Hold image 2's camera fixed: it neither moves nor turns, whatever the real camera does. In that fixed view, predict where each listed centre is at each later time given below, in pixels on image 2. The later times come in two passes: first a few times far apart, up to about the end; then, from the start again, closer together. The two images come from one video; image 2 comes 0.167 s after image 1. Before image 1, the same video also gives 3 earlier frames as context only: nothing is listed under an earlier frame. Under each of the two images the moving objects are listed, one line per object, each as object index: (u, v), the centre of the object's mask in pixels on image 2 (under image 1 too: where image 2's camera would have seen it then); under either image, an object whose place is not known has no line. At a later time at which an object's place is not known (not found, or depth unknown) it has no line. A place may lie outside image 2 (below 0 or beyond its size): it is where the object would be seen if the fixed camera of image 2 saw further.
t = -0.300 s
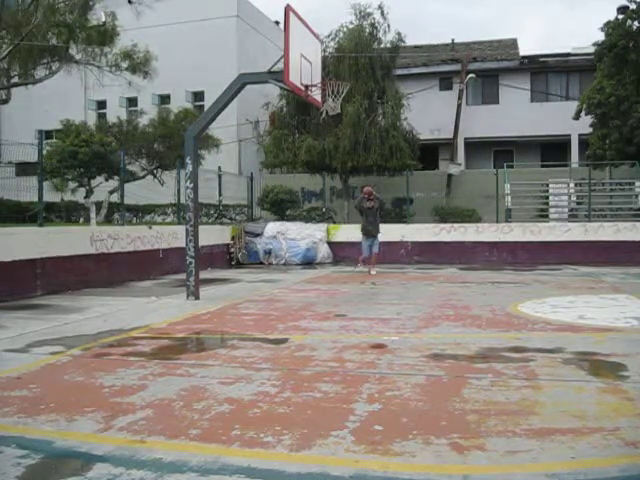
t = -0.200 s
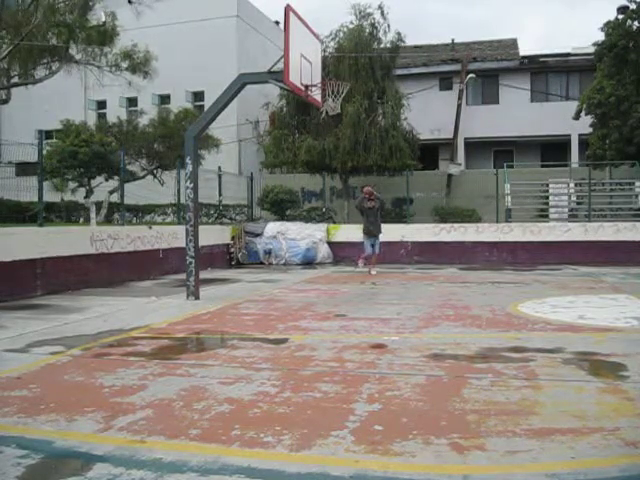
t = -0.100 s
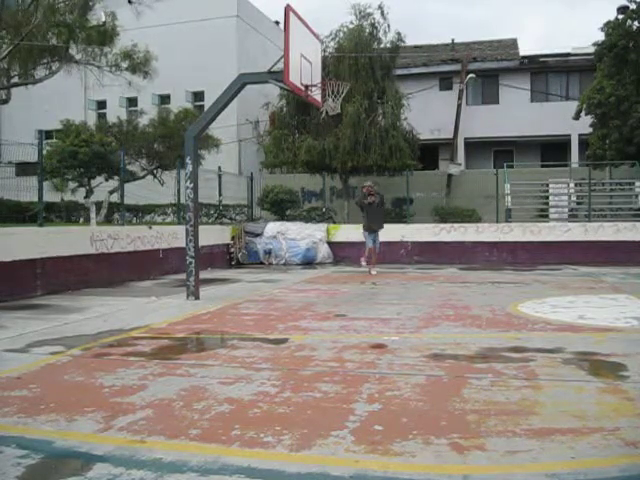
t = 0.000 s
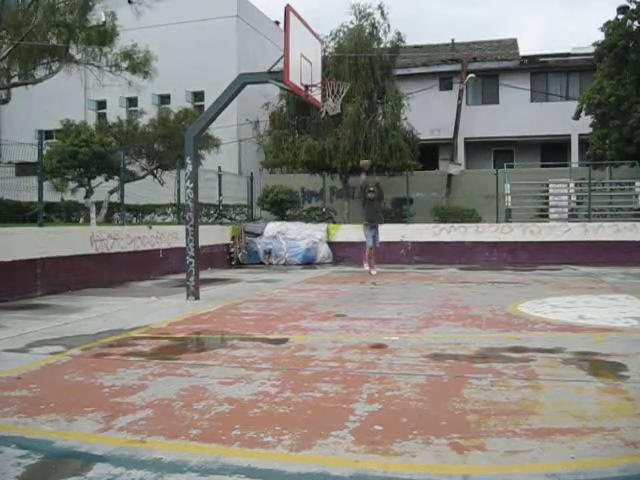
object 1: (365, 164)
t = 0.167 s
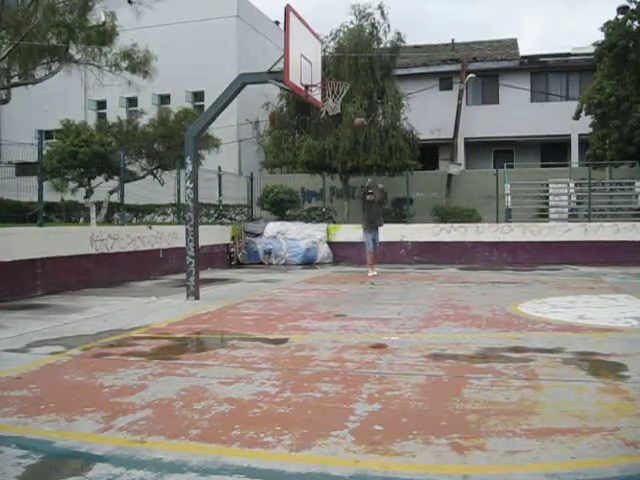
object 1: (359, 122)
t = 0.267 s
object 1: (355, 102)
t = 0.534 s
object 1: (345, 66)
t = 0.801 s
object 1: (334, 66)
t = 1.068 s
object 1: (344, 90)
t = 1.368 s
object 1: (330, 118)
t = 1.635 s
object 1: (312, 183)
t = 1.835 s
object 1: (301, 267)
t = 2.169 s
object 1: (282, 213)
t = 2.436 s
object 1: (271, 182)
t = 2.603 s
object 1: (261, 185)
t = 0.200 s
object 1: (358, 115)
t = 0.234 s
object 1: (357, 109)
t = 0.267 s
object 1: (355, 102)
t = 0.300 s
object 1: (354, 93)
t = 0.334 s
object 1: (354, 90)
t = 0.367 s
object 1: (354, 83)
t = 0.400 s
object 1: (350, 78)
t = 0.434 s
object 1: (349, 75)
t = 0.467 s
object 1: (348, 73)
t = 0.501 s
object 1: (346, 71)
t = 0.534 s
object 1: (345, 66)
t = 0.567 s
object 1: (343, 65)
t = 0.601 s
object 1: (342, 63)
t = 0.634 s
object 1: (338, 63)
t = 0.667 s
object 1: (338, 64)
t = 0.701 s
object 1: (337, 64)
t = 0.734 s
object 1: (335, 64)
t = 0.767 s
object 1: (334, 65)
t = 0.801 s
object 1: (334, 66)
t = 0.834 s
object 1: (333, 71)
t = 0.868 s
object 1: (328, 74)
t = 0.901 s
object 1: (325, 80)
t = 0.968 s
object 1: (337, 88)
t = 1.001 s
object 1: (341, 87)
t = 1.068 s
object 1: (344, 90)
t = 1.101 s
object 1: (343, 93)
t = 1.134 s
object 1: (343, 94)
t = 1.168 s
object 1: (341, 96)
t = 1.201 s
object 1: (340, 99)
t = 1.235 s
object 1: (337, 101)
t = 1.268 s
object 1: (337, 103)
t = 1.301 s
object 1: (335, 111)
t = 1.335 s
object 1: (334, 107)
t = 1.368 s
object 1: (330, 118)
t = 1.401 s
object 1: (328, 123)
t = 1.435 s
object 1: (327, 130)
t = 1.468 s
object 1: (325, 137)
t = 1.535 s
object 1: (319, 154)
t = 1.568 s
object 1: (318, 164)
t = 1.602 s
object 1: (316, 175)
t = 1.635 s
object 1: (312, 183)
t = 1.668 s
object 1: (311, 197)
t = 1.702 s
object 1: (312, 207)
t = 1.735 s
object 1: (307, 223)
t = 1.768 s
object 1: (305, 237)
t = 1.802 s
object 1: (304, 252)
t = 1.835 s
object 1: (301, 267)
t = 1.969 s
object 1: (294, 270)
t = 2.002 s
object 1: (291, 261)
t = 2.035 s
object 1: (290, 248)
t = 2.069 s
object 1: (288, 238)
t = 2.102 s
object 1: (287, 230)
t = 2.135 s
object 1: (285, 220)
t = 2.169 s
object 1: (282, 213)
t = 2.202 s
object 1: (280, 207)
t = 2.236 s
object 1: (279, 200)
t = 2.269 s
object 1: (279, 198)
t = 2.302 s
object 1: (278, 198)
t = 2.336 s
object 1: (275, 187)
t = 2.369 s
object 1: (272, 183)
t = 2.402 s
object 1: (271, 183)
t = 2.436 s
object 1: (271, 182)
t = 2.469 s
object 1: (270, 183)
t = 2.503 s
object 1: (265, 182)
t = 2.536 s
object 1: (264, 182)
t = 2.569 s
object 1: (263, 184)
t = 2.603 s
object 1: (261, 185)
